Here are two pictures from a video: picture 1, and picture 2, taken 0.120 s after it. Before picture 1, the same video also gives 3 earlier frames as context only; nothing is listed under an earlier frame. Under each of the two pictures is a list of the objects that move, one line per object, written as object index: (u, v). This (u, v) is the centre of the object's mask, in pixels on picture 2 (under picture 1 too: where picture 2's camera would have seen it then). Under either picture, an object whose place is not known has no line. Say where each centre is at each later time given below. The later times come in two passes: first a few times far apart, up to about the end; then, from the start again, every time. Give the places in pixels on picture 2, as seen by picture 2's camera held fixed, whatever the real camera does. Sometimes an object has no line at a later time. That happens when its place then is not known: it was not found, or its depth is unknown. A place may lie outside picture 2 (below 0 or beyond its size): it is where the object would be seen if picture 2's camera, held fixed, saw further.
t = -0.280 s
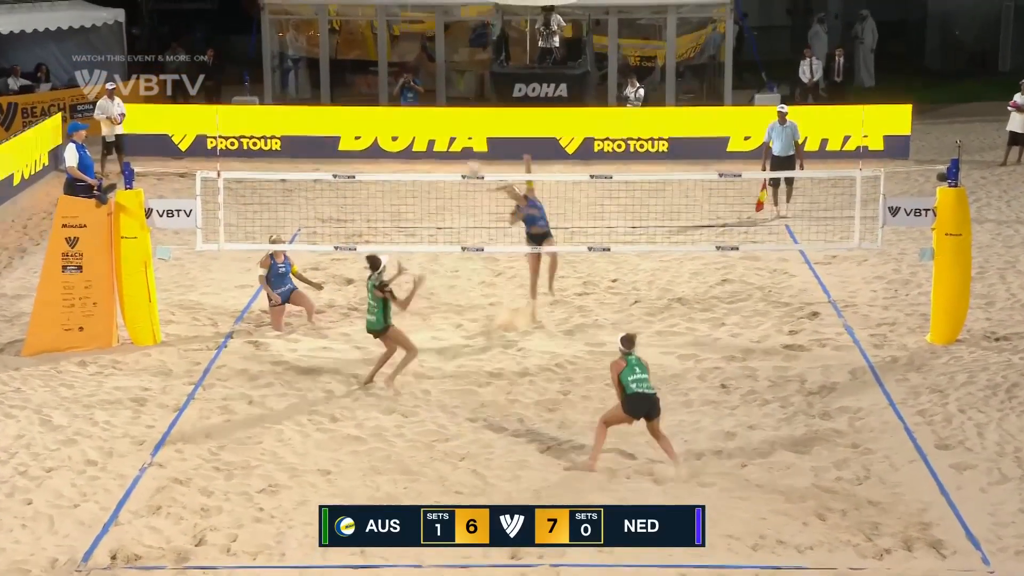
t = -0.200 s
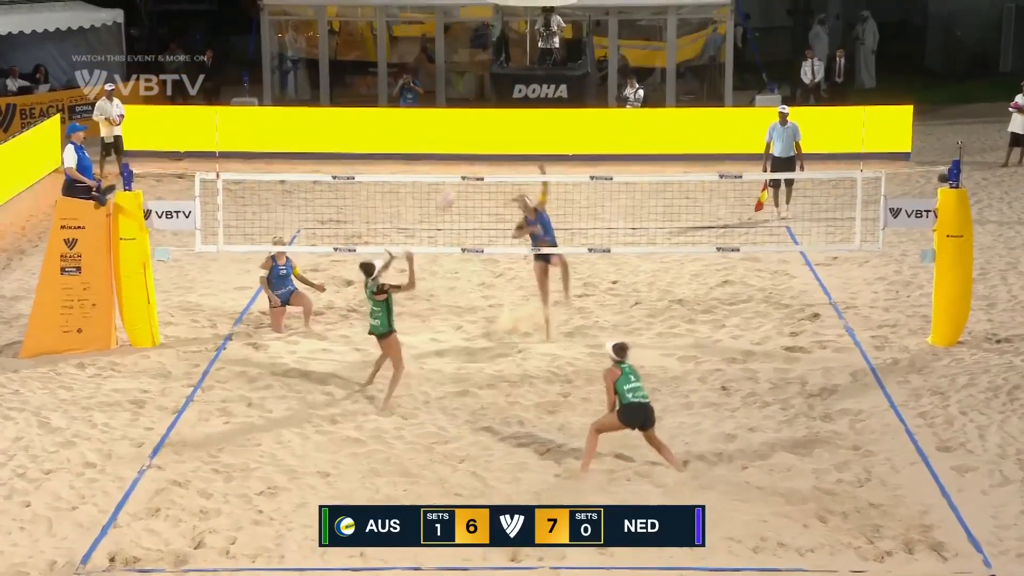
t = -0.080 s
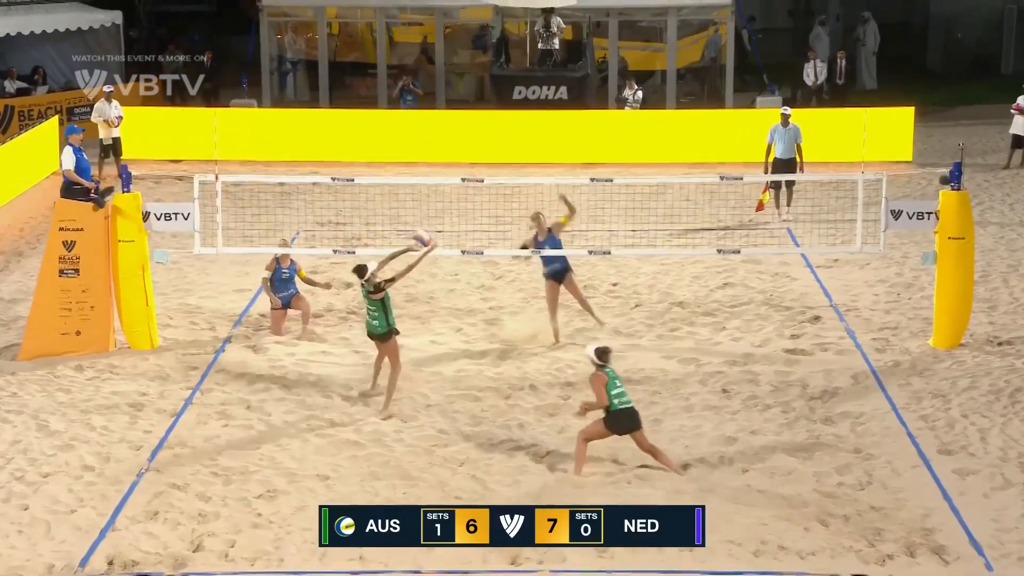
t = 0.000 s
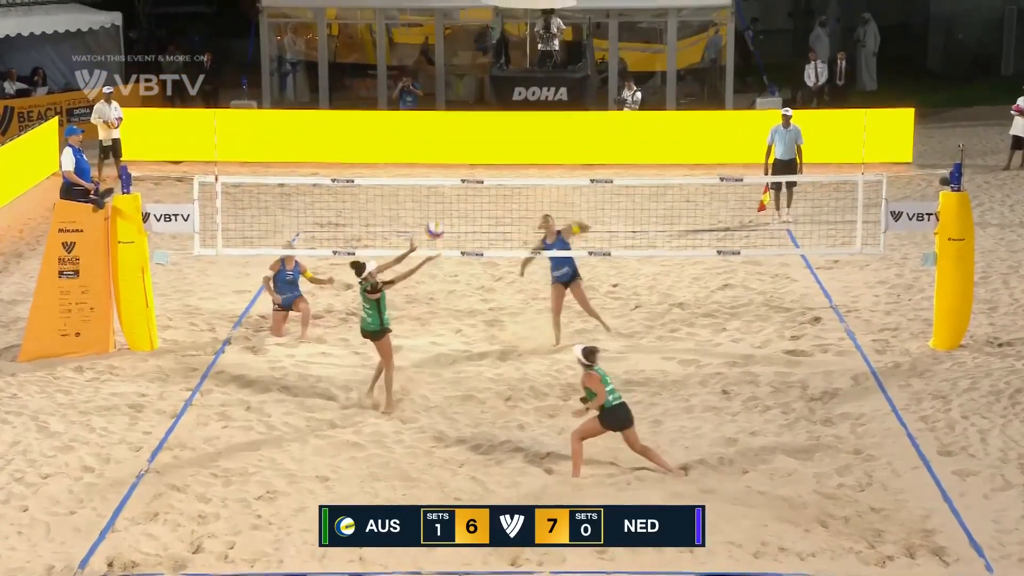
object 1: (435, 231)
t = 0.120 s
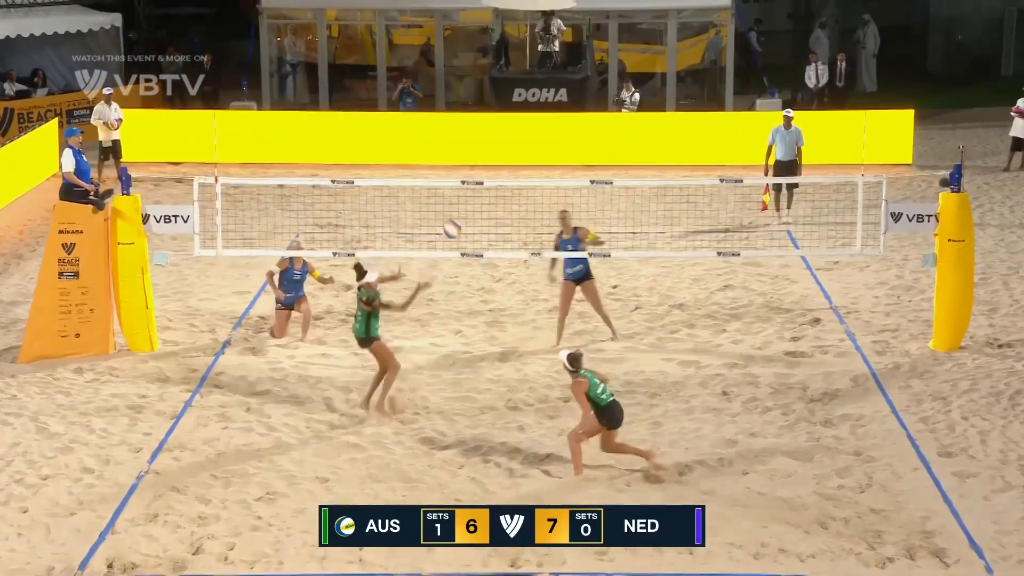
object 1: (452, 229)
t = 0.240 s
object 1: (469, 239)
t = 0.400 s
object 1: (495, 276)
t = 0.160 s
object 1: (457, 230)
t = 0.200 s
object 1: (463, 235)
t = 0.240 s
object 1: (469, 239)
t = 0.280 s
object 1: (476, 246)
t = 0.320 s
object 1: (484, 254)
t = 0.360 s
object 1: (488, 264)
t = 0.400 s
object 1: (495, 276)
